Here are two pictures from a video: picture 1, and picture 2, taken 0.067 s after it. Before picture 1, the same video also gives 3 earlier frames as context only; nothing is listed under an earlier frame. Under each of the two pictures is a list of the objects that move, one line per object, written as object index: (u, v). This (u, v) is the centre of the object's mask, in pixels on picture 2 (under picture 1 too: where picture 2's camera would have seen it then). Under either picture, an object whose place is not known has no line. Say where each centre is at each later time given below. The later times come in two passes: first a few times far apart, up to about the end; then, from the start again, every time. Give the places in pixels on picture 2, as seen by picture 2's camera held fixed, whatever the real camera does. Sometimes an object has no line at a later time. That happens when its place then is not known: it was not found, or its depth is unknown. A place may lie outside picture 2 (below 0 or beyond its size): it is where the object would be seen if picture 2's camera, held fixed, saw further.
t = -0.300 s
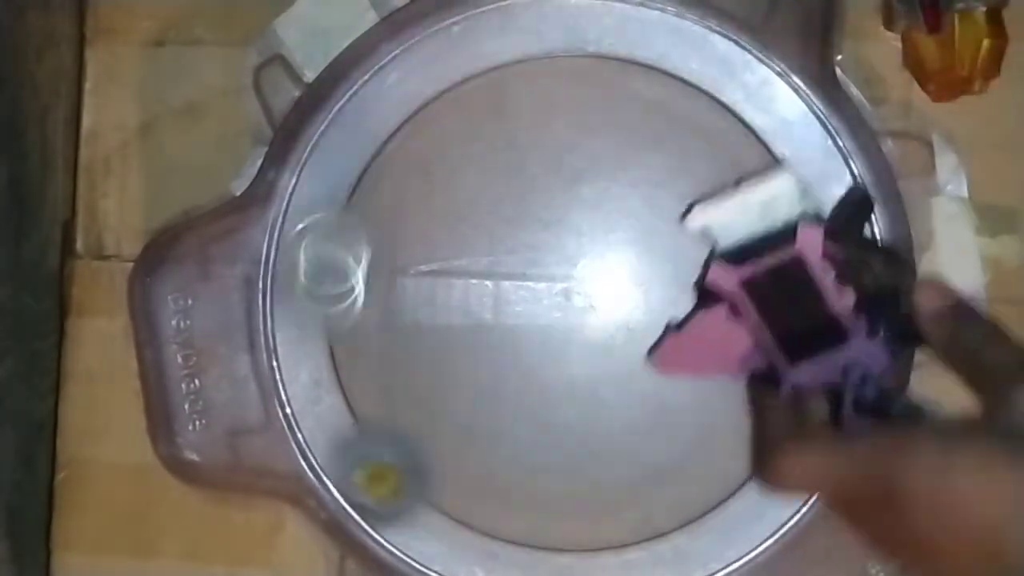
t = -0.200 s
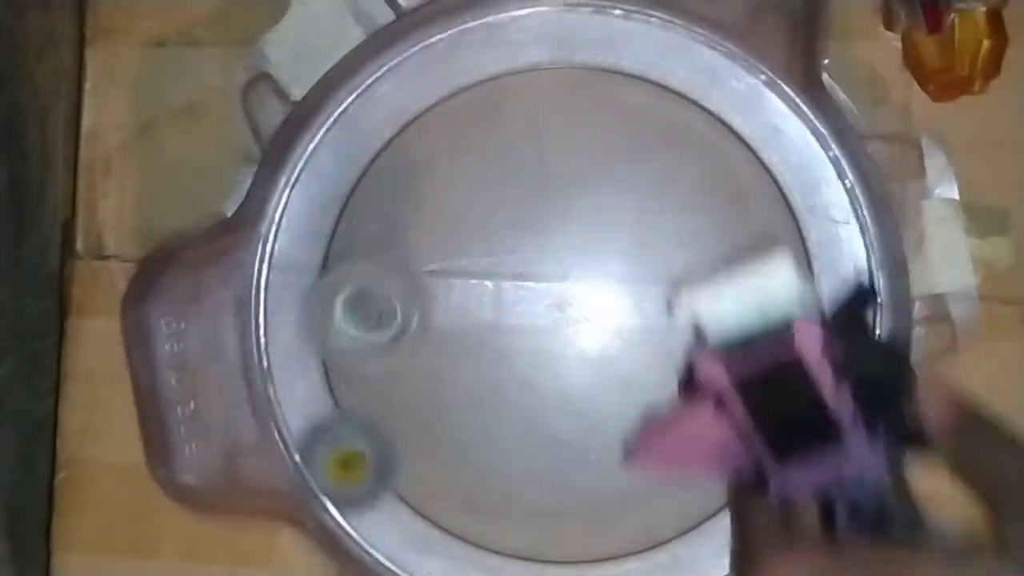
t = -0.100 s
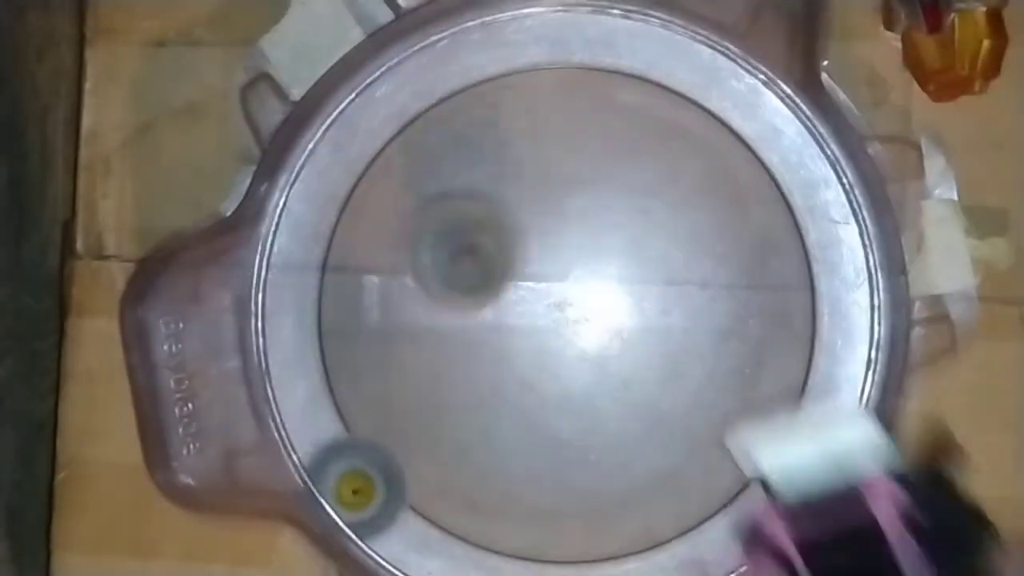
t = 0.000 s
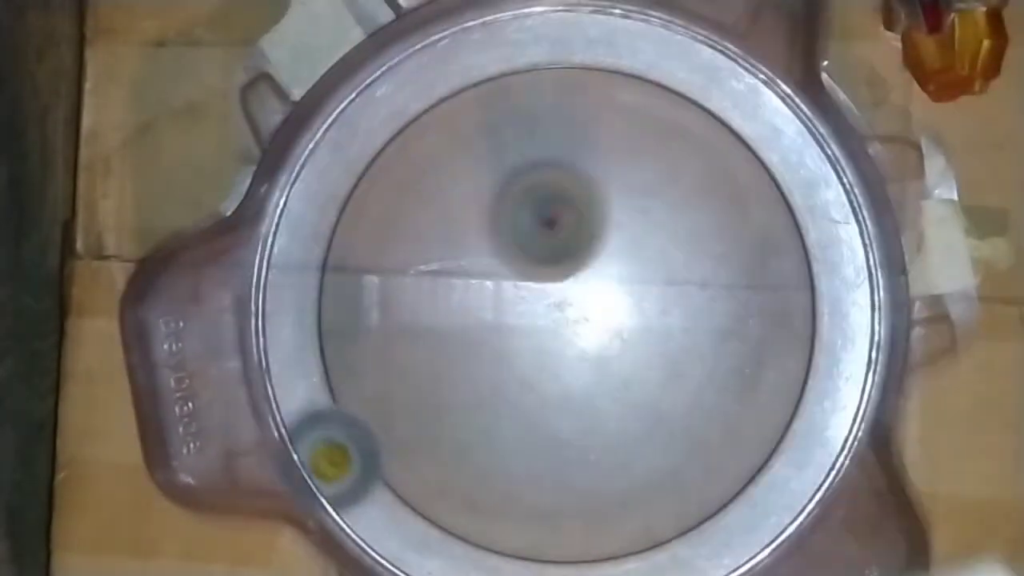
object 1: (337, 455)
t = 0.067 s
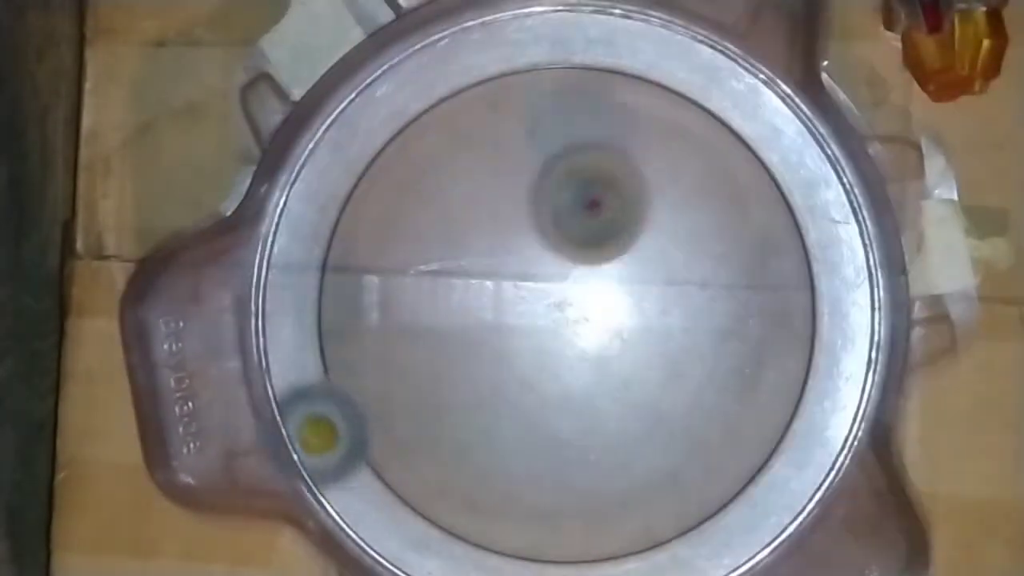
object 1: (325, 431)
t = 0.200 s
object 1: (348, 360)
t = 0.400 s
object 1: (527, 285)
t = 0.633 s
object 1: (686, 447)
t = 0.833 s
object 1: (600, 527)
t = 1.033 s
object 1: (532, 407)
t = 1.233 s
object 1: (529, 296)
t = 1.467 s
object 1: (464, 145)
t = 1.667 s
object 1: (536, 97)
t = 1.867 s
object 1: (591, 209)
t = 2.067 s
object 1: (546, 104)
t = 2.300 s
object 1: (574, 142)
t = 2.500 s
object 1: (533, 253)
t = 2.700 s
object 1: (434, 273)
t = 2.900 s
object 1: (409, 270)
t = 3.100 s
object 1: (429, 288)
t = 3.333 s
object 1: (447, 266)
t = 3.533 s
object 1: (526, 320)
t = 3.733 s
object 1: (568, 405)
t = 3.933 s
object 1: (569, 462)
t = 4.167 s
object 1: (515, 534)
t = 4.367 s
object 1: (493, 496)
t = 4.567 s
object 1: (547, 504)
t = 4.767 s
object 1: (587, 529)
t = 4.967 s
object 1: (630, 474)
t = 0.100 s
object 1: (322, 416)
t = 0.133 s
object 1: (324, 401)
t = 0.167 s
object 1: (335, 381)
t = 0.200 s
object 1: (348, 360)
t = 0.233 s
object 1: (367, 334)
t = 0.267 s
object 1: (395, 311)
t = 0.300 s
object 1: (423, 297)
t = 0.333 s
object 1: (457, 286)
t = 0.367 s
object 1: (492, 282)
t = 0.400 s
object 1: (527, 285)
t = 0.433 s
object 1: (563, 294)
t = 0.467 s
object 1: (598, 312)
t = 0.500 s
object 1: (628, 334)
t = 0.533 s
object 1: (650, 359)
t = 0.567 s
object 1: (668, 387)
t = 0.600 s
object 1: (680, 419)
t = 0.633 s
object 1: (686, 447)
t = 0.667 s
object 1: (686, 477)
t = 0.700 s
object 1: (677, 500)
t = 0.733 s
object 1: (664, 522)
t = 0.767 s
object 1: (647, 531)
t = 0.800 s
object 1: (623, 529)
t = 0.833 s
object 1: (600, 527)
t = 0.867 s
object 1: (578, 520)
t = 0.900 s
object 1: (561, 508)
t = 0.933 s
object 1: (547, 485)
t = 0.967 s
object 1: (535, 461)
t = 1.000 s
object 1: (531, 437)
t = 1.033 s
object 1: (532, 407)
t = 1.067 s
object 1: (538, 379)
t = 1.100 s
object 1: (537, 360)
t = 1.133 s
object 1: (526, 347)
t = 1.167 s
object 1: (524, 333)
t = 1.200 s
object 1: (525, 315)
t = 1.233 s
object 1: (529, 296)
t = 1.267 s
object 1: (536, 279)
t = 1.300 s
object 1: (538, 262)
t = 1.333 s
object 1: (500, 239)
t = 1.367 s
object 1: (480, 221)
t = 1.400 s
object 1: (468, 200)
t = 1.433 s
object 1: (462, 170)
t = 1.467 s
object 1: (464, 145)
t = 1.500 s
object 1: (469, 125)
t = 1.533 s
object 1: (476, 108)
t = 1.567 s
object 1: (487, 95)
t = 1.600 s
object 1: (502, 92)
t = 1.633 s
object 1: (518, 93)
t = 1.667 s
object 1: (536, 97)
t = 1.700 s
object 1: (553, 105)
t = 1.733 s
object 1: (566, 118)
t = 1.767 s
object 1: (578, 139)
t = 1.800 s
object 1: (587, 160)
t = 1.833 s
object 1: (591, 185)
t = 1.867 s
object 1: (591, 209)
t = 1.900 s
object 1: (578, 199)
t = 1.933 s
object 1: (560, 165)
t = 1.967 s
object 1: (548, 143)
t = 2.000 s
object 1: (544, 122)
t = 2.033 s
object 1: (544, 113)
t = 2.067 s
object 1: (546, 104)
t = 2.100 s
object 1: (549, 98)
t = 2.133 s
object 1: (554, 95)
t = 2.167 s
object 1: (561, 96)
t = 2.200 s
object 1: (566, 102)
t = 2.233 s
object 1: (570, 112)
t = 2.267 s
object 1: (572, 121)
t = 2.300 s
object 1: (574, 142)
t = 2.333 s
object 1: (572, 161)
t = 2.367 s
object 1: (568, 178)
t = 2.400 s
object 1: (562, 198)
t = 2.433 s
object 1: (555, 218)
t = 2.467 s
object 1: (545, 236)
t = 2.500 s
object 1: (533, 253)
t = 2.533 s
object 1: (515, 263)
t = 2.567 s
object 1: (495, 265)
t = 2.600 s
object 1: (475, 269)
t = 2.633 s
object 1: (458, 269)
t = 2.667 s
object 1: (444, 271)
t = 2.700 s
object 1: (434, 273)
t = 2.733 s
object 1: (425, 271)
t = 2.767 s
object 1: (419, 271)
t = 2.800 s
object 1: (412, 270)
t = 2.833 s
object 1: (409, 270)
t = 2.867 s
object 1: (408, 270)
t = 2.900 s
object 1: (409, 270)
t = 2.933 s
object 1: (412, 272)
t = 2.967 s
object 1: (419, 275)
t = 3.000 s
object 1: (427, 281)
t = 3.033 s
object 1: (436, 286)
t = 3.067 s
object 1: (444, 292)
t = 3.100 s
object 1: (429, 288)
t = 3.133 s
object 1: (420, 286)
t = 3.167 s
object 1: (416, 281)
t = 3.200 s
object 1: (415, 275)
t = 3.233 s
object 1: (417, 270)
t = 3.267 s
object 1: (425, 266)
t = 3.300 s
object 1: (434, 265)
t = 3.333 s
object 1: (447, 266)
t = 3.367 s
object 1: (460, 270)
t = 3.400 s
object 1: (476, 276)
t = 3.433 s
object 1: (489, 285)
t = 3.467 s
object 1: (503, 296)
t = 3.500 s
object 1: (515, 308)
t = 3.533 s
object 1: (526, 320)
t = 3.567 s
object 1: (536, 335)
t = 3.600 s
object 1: (545, 349)
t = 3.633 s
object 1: (553, 365)
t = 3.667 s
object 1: (560, 379)
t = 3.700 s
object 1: (565, 393)
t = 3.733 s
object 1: (568, 405)
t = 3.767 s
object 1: (571, 418)
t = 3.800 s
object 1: (572, 430)
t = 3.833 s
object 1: (573, 441)
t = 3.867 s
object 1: (573, 449)
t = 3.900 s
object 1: (571, 457)
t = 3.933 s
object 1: (569, 462)
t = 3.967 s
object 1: (566, 464)
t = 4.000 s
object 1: (563, 464)
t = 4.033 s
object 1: (558, 478)
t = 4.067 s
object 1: (549, 511)
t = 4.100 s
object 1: (538, 530)
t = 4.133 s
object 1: (526, 538)
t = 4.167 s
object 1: (515, 534)
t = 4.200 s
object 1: (505, 529)
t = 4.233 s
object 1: (500, 525)
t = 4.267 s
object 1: (496, 521)
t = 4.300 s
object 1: (494, 515)
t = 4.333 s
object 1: (493, 507)
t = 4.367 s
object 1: (493, 496)
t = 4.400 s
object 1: (496, 479)
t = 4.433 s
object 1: (501, 462)
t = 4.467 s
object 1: (510, 449)
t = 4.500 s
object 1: (527, 474)
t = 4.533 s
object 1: (540, 491)
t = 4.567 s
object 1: (547, 504)
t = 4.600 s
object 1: (553, 514)
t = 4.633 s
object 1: (560, 522)
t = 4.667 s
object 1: (567, 528)
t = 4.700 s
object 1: (574, 530)
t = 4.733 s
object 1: (580, 530)
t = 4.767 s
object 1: (587, 529)
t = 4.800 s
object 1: (595, 526)
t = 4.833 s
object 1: (602, 520)
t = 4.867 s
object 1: (609, 512)
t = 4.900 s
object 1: (616, 502)
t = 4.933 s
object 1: (622, 488)
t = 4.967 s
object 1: (630, 474)
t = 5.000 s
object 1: (637, 458)
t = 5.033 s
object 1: (646, 442)
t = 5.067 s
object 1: (654, 425)
